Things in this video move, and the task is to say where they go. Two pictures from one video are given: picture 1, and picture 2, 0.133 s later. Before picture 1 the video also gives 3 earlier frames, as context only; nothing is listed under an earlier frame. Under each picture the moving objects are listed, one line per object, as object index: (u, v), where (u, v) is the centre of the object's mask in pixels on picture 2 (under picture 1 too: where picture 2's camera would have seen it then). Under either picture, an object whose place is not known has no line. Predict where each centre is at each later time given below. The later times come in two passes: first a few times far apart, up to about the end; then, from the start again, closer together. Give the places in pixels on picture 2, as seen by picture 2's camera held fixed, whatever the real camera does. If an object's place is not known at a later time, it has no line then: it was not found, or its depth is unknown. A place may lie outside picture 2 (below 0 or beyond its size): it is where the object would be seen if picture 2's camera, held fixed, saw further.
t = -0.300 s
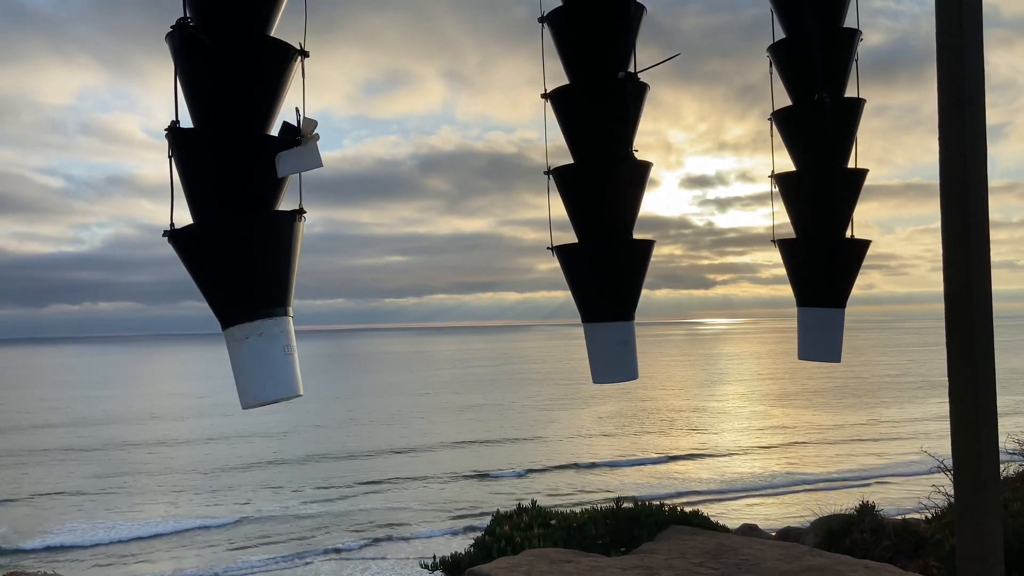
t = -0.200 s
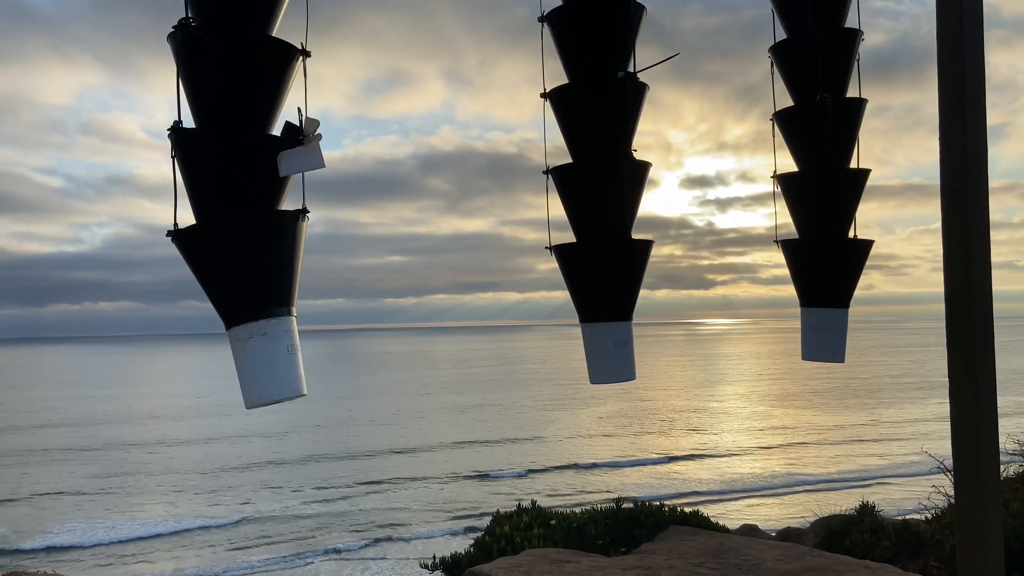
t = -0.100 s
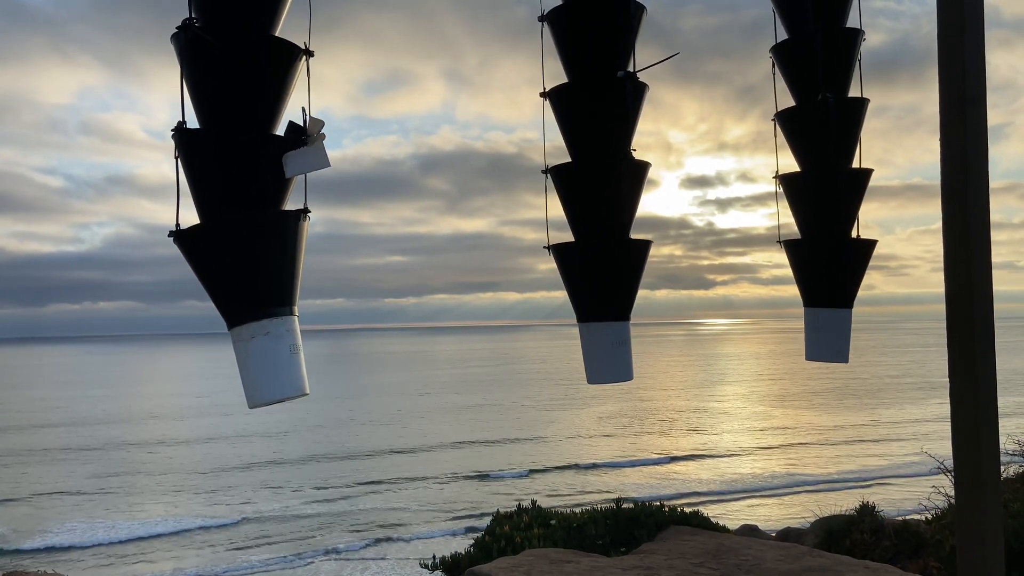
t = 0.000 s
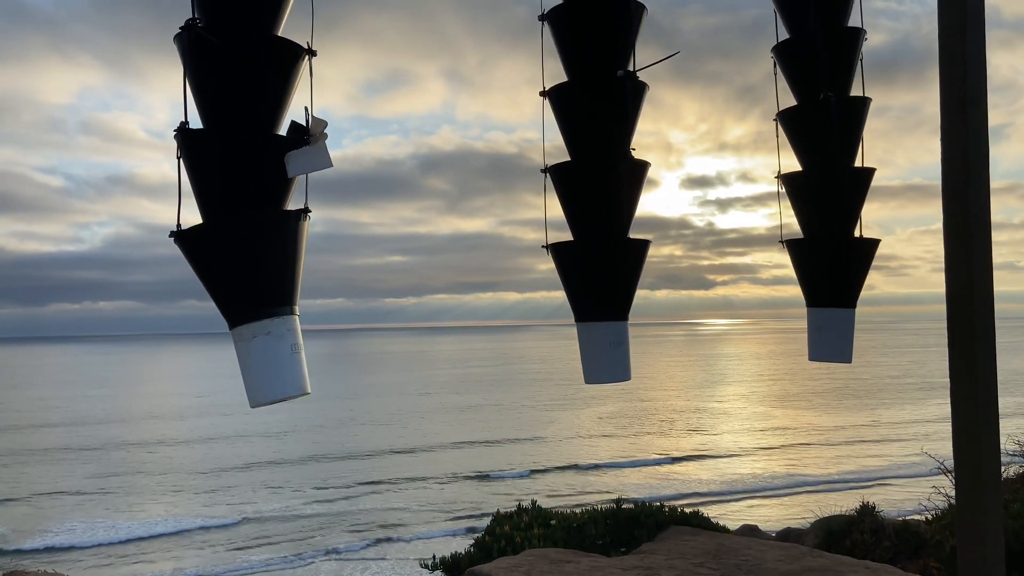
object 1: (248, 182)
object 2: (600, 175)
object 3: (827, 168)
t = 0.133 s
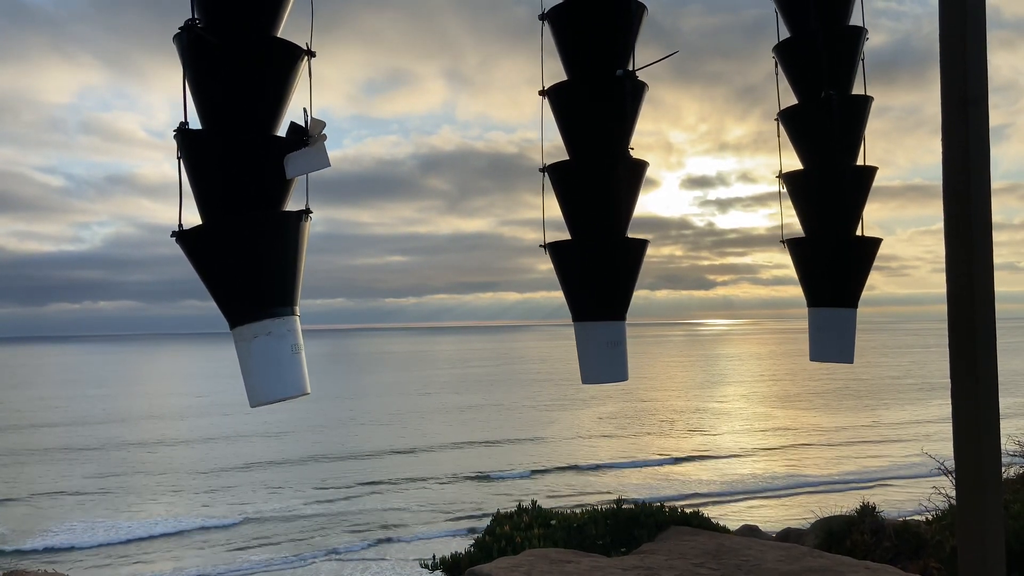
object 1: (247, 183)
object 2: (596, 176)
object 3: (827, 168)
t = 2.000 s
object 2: (593, 178)
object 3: (820, 171)
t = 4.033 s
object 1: (243, 187)
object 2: (612, 178)
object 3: (829, 170)
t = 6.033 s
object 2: (608, 174)
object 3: (828, 165)
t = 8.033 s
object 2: (604, 175)
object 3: (829, 167)
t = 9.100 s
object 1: (249, 172)
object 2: (604, 170)
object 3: (821, 163)
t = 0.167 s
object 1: (247, 183)
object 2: (594, 173)
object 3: (827, 169)
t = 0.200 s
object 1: (246, 183)
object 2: (594, 173)
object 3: (827, 169)
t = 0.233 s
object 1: (245, 183)
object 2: (593, 173)
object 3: (826, 169)
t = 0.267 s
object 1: (245, 184)
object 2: (595, 175)
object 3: (826, 169)
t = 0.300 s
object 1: (243, 183)
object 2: (594, 171)
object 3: (825, 169)
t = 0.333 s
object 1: (241, 183)
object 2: (595, 175)
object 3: (824, 169)
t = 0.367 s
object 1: (240, 183)
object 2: (593, 176)
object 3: (824, 169)
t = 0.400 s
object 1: (239, 183)
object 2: (593, 176)
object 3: (823, 169)
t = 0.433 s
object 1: (237, 183)
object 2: (593, 176)
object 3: (822, 169)
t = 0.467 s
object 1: (236, 183)
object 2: (592, 173)
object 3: (821, 169)
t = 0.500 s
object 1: (234, 183)
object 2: (592, 173)
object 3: (820, 169)
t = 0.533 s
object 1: (233, 183)
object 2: (593, 173)
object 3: (819, 169)
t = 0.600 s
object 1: (231, 183)
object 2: (594, 173)
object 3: (817, 168)
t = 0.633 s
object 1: (232, 184)
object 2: (597, 175)
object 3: (816, 169)
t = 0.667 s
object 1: (230, 184)
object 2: (598, 175)
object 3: (816, 168)
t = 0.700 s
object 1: (230, 184)
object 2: (596, 170)
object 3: (815, 168)
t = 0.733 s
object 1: (230, 184)
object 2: (600, 175)
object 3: (815, 168)
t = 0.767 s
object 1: (229, 183)
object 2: (601, 175)
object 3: (815, 168)
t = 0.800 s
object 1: (229, 184)
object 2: (602, 175)
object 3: (814, 168)
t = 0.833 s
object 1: (229, 184)
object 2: (603, 175)
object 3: (814, 169)
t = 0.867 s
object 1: (230, 184)
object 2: (604, 175)
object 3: (815, 169)
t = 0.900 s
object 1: (231, 184)
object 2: (605, 176)
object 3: (815, 169)
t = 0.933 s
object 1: (231, 184)
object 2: (606, 175)
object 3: (815, 169)
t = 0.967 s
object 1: (232, 184)
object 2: (606, 176)
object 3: (816, 169)
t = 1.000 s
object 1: (233, 184)
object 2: (607, 175)
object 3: (817, 169)
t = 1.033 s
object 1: (234, 184)
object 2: (607, 175)
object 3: (818, 169)
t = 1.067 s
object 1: (235, 184)
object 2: (607, 175)
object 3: (818, 169)
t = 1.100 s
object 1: (236, 184)
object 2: (606, 172)
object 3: (819, 169)
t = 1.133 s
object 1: (238, 184)
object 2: (606, 172)
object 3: (820, 169)
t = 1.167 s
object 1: (239, 184)
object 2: (606, 172)
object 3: (821, 169)
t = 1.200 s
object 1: (240, 184)
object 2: (606, 172)
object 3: (822, 169)
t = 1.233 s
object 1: (241, 184)
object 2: (605, 174)
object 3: (823, 169)
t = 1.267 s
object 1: (242, 184)
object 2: (606, 172)
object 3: (824, 169)
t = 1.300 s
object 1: (243, 184)
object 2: (606, 172)
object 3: (824, 169)
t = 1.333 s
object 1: (243, 184)
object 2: (604, 174)
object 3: (825, 169)
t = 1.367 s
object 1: (244, 184)
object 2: (605, 177)
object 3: (825, 169)
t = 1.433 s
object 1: (245, 184)
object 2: (603, 172)
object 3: (826, 170)
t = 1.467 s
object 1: (246, 184)
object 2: (602, 172)
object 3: (826, 169)
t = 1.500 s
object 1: (245, 184)
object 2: (603, 176)
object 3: (826, 170)
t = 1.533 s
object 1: (246, 184)
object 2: (600, 172)
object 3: (826, 170)
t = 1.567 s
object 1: (247, 184)
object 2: (600, 177)
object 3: (825, 170)
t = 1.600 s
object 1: (246, 185)
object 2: (597, 174)
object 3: (825, 170)
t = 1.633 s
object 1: (246, 185)
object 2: (599, 176)
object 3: (825, 170)
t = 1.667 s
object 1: (247, 185)
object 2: (599, 177)
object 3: (825, 170)
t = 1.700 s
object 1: (246, 185)
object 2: (597, 177)
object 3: (824, 170)
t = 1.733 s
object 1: (245, 185)
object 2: (594, 175)
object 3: (824, 170)
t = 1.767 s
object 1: (246, 185)
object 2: (594, 173)
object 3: (823, 170)
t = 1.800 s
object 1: (244, 185)
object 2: (594, 178)
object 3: (822, 170)
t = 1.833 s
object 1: (244, 185)
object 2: (595, 177)
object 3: (822, 170)
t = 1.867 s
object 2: (593, 178)
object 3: (821, 170)
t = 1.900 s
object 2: (594, 177)
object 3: (821, 170)
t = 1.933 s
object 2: (594, 177)
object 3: (821, 171)
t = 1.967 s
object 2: (593, 178)
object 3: (820, 170)
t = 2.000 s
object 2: (593, 178)
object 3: (820, 171)
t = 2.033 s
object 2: (593, 178)
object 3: (820, 171)
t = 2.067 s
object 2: (593, 178)
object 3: (820, 171)
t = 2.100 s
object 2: (594, 178)
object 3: (821, 171)
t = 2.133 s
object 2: (596, 178)
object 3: (821, 171)
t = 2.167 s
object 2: (597, 178)
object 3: (821, 171)
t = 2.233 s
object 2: (596, 177)
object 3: (822, 171)
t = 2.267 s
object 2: (600, 178)
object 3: (823, 171)
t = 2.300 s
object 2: (598, 178)
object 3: (823, 171)
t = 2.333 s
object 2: (602, 177)
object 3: (824, 171)
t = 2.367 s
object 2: (604, 178)
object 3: (824, 171)
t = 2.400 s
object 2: (605, 178)
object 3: (824, 171)
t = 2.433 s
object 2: (606, 178)
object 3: (825, 171)
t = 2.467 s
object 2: (607, 178)
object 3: (825, 171)
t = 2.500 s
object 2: (608, 178)
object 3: (825, 171)
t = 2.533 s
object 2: (609, 177)
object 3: (825, 171)
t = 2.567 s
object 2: (608, 174)
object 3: (825, 171)
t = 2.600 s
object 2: (609, 174)
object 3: (825, 170)
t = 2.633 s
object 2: (610, 173)
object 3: (825, 170)
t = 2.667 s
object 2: (610, 173)
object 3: (825, 170)
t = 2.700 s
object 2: (609, 175)
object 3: (825, 170)
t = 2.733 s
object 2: (611, 173)
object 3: (825, 170)
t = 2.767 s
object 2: (613, 177)
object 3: (825, 170)
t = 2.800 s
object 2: (612, 177)
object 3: (825, 170)
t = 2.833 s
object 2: (613, 177)
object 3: (824, 170)
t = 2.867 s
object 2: (613, 176)
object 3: (824, 170)
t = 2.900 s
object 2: (609, 172)
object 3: (824, 170)
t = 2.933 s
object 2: (609, 172)
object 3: (824, 170)
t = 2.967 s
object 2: (609, 172)
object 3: (824, 170)
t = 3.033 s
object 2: (611, 177)
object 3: (824, 170)
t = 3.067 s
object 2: (610, 176)
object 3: (824, 170)
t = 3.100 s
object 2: (609, 176)
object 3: (824, 170)
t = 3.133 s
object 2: (609, 177)
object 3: (823, 170)
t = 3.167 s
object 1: (253, 186)
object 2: (605, 175)
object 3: (823, 170)
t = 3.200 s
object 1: (252, 186)
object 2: (606, 174)
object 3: (823, 170)
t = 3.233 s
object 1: (250, 186)
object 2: (605, 174)
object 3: (823, 170)
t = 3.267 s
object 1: (249, 187)
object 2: (604, 174)
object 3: (823, 171)
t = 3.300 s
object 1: (247, 187)
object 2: (603, 174)
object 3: (823, 171)
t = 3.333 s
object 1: (246, 187)
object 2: (603, 174)
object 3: (823, 171)
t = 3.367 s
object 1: (245, 187)
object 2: (603, 179)
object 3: (824, 171)
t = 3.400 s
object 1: (244, 187)
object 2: (603, 180)
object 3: (824, 171)
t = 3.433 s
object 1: (242, 187)
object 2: (605, 178)
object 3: (825, 171)
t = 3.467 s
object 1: (242, 187)
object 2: (603, 179)
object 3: (825, 171)
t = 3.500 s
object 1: (241, 188)
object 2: (605, 178)
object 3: (826, 171)
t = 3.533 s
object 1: (240, 188)
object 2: (603, 176)
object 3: (826, 171)
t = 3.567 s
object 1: (239, 188)
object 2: (603, 173)
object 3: (826, 171)
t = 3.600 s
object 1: (239, 188)
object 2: (603, 173)
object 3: (827, 171)
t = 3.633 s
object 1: (239, 188)
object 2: (605, 174)
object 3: (827, 171)
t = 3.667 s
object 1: (239, 188)
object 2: (604, 175)
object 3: (828, 171)
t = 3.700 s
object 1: (238, 188)
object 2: (604, 174)
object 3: (828, 170)
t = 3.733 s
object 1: (238, 187)
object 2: (604, 174)
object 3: (828, 170)
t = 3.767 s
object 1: (238, 187)
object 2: (606, 173)
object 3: (828, 170)
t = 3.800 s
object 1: (238, 187)
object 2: (607, 177)
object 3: (829, 170)
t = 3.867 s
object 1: (239, 187)
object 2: (611, 177)
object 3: (829, 170)
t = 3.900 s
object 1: (240, 187)
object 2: (609, 177)
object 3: (829, 170)
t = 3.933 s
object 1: (240, 187)
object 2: (611, 178)
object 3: (829, 170)
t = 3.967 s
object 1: (241, 187)
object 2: (613, 177)
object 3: (829, 170)
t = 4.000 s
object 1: (241, 187)
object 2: (612, 178)
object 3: (829, 170)
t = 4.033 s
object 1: (243, 187)
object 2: (612, 178)
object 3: (829, 170)
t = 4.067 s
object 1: (243, 187)
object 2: (612, 178)
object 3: (829, 170)
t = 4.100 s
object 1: (244, 187)
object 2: (611, 175)
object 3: (828, 170)
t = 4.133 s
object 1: (246, 186)
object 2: (614, 177)
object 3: (828, 169)
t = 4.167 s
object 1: (247, 186)
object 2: (610, 175)
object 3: (827, 169)
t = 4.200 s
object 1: (249, 186)
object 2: (611, 174)
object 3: (827, 169)
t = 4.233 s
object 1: (250, 186)
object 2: (613, 177)
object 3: (827, 169)
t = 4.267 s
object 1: (251, 185)
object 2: (613, 176)
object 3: (826, 169)
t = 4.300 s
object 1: (252, 185)
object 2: (609, 174)
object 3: (826, 169)
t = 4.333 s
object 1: (253, 185)
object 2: (611, 175)
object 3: (826, 169)
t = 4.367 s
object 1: (254, 185)
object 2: (611, 176)
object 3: (826, 169)
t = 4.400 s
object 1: (254, 185)
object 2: (610, 176)
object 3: (825, 168)
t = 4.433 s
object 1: (255, 185)
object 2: (609, 176)
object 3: (825, 168)
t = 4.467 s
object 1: (255, 184)
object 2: (608, 176)
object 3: (825, 168)
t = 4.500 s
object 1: (255, 184)
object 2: (608, 175)
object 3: (825, 168)
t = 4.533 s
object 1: (256, 184)
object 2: (604, 173)
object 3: (825, 168)
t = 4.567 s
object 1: (256, 183)
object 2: (603, 172)
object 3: (825, 167)
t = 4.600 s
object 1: (255, 183)
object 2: (605, 175)
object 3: (825, 167)
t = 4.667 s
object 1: (256, 183)
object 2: (604, 175)
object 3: (825, 167)
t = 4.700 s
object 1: (255, 183)
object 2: (604, 174)
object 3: (825, 167)
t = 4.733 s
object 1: (255, 183)
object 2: (603, 174)
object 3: (826, 167)
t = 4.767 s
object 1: (255, 183)
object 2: (603, 174)
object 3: (827, 167)
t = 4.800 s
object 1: (254, 183)
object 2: (603, 174)
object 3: (827, 166)
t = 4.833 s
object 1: (254, 182)
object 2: (603, 174)
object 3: (828, 166)
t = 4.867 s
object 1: (253, 182)
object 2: (600, 174)
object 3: (828, 166)
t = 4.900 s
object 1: (253, 182)
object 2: (604, 174)
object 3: (829, 166)
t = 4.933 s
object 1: (253, 183)
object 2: (603, 175)
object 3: (830, 166)
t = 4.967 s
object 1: (253, 183)
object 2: (603, 175)
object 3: (830, 166)
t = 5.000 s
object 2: (604, 175)
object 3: (831, 166)
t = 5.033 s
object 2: (606, 173)
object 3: (831, 166)
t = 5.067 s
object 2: (608, 174)
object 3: (832, 166)
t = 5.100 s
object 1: (253, 182)
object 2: (607, 175)
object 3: (832, 165)
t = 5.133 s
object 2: (608, 170)
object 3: (832, 165)
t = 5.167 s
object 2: (611, 173)
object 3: (832, 165)
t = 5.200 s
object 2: (611, 173)
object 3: (833, 165)
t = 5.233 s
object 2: (613, 173)
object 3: (833, 165)
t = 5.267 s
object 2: (613, 173)
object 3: (833, 165)
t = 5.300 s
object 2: (614, 174)
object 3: (833, 165)
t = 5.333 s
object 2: (614, 173)
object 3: (832, 165)
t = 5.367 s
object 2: (615, 173)
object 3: (832, 165)
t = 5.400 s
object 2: (615, 173)
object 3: (832, 165)
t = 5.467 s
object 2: (615, 173)
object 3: (831, 165)
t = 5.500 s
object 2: (613, 171)
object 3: (831, 165)
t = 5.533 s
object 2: (613, 171)
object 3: (830, 165)
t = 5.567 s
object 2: (612, 171)
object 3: (830, 165)
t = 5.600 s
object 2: (612, 171)
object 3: (829, 165)
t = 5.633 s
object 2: (612, 171)
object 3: (829, 165)
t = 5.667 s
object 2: (611, 171)
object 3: (828, 165)
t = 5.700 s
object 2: (610, 170)
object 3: (828, 165)
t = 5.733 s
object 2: (610, 171)
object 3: (828, 165)
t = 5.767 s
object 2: (611, 172)
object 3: (828, 165)
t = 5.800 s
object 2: (609, 169)
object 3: (827, 165)
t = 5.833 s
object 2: (612, 174)
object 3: (827, 165)
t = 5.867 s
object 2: (611, 174)
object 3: (827, 165)
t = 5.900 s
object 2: (610, 174)
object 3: (827, 165)
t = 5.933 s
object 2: (610, 174)
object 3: (827, 165)
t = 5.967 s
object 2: (609, 174)
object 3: (828, 165)
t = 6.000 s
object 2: (608, 174)
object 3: (828, 165)
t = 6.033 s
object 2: (608, 174)
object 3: (828, 165)
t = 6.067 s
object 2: (607, 174)
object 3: (828, 165)
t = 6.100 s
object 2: (607, 174)
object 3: (828, 165)
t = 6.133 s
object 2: (606, 174)
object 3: (828, 165)
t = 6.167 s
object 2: (606, 174)
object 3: (828, 165)
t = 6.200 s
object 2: (606, 174)
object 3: (829, 164)
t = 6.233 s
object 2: (606, 173)
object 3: (829, 164)
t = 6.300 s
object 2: (605, 173)
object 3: (829, 164)
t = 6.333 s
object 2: (605, 173)
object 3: (829, 164)
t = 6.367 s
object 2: (606, 174)
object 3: (829, 164)
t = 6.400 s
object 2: (606, 173)
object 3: (829, 164)
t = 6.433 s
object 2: (606, 173)
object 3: (829, 164)
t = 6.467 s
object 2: (607, 173)
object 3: (829, 164)
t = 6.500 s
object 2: (606, 174)
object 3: (829, 164)
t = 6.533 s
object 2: (607, 174)
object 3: (829, 164)
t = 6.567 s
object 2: (607, 170)
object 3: (829, 164)
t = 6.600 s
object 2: (609, 172)
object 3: (829, 164)
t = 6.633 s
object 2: (608, 171)
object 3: (828, 164)
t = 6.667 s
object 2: (608, 171)
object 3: (828, 164)
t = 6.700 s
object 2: (609, 171)
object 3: (828, 164)
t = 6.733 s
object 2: (611, 169)
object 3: (827, 164)
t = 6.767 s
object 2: (612, 169)
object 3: (827, 164)
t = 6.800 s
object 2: (614, 173)
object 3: (826, 164)
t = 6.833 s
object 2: (615, 173)
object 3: (825, 164)
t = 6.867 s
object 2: (615, 173)
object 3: (824, 164)
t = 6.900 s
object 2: (616, 173)
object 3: (824, 164)
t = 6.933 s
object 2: (616, 172)
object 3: (823, 164)
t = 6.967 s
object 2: (616, 172)
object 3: (822, 164)
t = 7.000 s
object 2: (616, 172)
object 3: (821, 164)
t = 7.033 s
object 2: (615, 172)
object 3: (821, 164)
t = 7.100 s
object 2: (614, 173)
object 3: (820, 164)
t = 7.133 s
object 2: (612, 173)
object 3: (819, 164)
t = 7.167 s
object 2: (612, 171)
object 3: (819, 164)
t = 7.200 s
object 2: (611, 169)
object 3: (818, 164)
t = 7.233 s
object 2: (610, 169)
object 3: (818, 164)
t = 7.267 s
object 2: (612, 172)
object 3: (818, 164)
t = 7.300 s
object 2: (608, 173)
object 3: (818, 164)
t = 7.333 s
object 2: (609, 174)
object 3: (818, 164)
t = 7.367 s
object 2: (608, 174)
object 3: (818, 164)
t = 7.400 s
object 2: (608, 174)
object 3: (818, 164)
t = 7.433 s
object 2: (607, 174)
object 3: (818, 164)
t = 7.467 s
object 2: (608, 172)
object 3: (819, 164)
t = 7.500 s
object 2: (606, 174)
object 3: (819, 164)
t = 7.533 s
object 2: (606, 174)
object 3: (819, 164)
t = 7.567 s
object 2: (605, 174)
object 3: (820, 164)
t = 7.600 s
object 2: (605, 174)
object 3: (821, 164)
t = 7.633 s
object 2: (606, 173)
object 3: (821, 165)
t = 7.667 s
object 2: (603, 171)
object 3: (822, 165)
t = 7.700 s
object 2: (606, 173)
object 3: (823, 165)
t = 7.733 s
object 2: (605, 173)
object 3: (824, 165)
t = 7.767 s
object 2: (605, 173)
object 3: (824, 165)
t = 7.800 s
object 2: (605, 174)
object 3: (825, 165)
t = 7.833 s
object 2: (602, 170)
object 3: (826, 166)
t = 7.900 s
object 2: (602, 169)
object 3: (827, 166)
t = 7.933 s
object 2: (602, 170)
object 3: (828, 166)
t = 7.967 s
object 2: (604, 173)
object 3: (829, 166)
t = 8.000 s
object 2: (601, 171)
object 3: (829, 166)
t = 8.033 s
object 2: (604, 175)
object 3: (829, 167)
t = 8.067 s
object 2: (605, 175)
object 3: (830, 166)
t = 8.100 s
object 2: (606, 174)
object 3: (830, 167)
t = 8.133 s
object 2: (604, 172)
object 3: (830, 167)
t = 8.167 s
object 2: (604, 172)
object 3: (830, 167)
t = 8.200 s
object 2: (605, 172)
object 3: (830, 167)
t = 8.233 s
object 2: (608, 174)
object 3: (829, 167)
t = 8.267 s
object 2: (608, 174)
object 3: (829, 167)
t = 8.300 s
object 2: (608, 174)
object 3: (828, 167)
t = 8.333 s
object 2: (609, 174)
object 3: (828, 167)
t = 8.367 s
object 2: (609, 174)
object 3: (827, 167)
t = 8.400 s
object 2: (609, 173)
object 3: (827, 167)
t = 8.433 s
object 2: (609, 173)
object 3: (826, 167)
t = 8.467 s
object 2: (609, 173)
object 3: (826, 166)
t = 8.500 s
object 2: (606, 169)
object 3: (825, 166)
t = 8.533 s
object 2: (609, 173)
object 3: (825, 166)
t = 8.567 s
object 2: (609, 173)
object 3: (824, 166)
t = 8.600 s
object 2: (609, 172)
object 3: (824, 166)
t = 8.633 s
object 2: (609, 172)
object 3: (823, 166)
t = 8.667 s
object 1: (247, 175)
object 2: (608, 171)
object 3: (823, 165)
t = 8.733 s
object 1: (246, 174)
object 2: (605, 169)
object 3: (823, 164)
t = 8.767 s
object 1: (246, 173)
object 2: (605, 168)
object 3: (822, 164)
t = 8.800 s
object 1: (246, 173)
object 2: (607, 170)
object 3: (822, 163)
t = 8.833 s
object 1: (246, 171)
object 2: (607, 169)
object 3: (822, 163)
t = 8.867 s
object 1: (245, 171)
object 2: (606, 169)
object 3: (822, 162)
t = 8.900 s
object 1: (245, 169)
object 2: (606, 168)
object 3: (822, 162)
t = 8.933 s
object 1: (247, 165)
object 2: (604, 169)
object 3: (821, 161)
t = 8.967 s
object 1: (249, 165)
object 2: (605, 167)
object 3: (821, 161)
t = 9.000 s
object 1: (249, 165)
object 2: (605, 168)
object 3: (821, 161)
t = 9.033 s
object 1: (250, 165)
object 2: (605, 168)
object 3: (821, 162)
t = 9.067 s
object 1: (248, 170)
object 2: (604, 169)
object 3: (821, 162)
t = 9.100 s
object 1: (249, 172)
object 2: (604, 170)
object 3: (821, 163)
